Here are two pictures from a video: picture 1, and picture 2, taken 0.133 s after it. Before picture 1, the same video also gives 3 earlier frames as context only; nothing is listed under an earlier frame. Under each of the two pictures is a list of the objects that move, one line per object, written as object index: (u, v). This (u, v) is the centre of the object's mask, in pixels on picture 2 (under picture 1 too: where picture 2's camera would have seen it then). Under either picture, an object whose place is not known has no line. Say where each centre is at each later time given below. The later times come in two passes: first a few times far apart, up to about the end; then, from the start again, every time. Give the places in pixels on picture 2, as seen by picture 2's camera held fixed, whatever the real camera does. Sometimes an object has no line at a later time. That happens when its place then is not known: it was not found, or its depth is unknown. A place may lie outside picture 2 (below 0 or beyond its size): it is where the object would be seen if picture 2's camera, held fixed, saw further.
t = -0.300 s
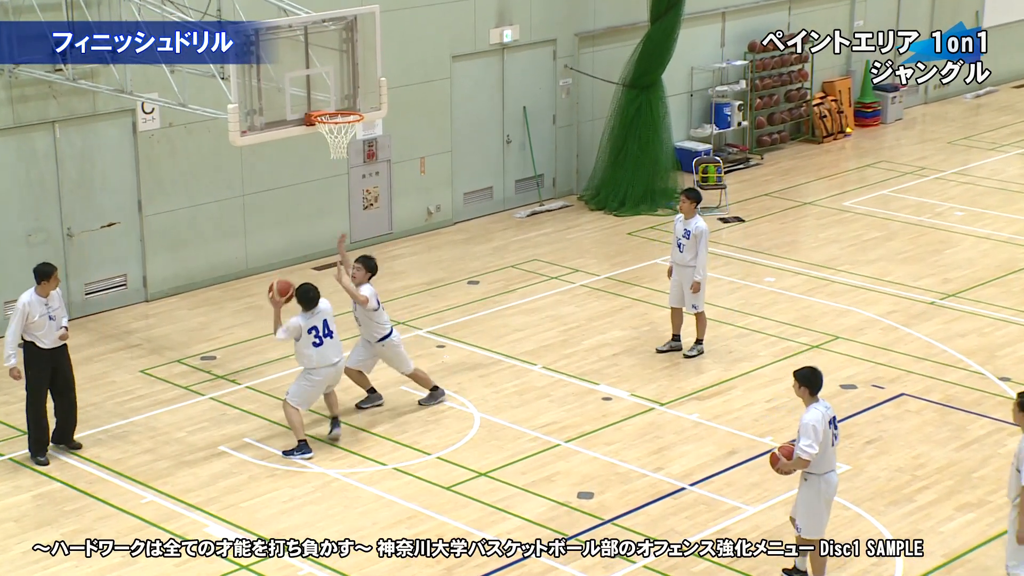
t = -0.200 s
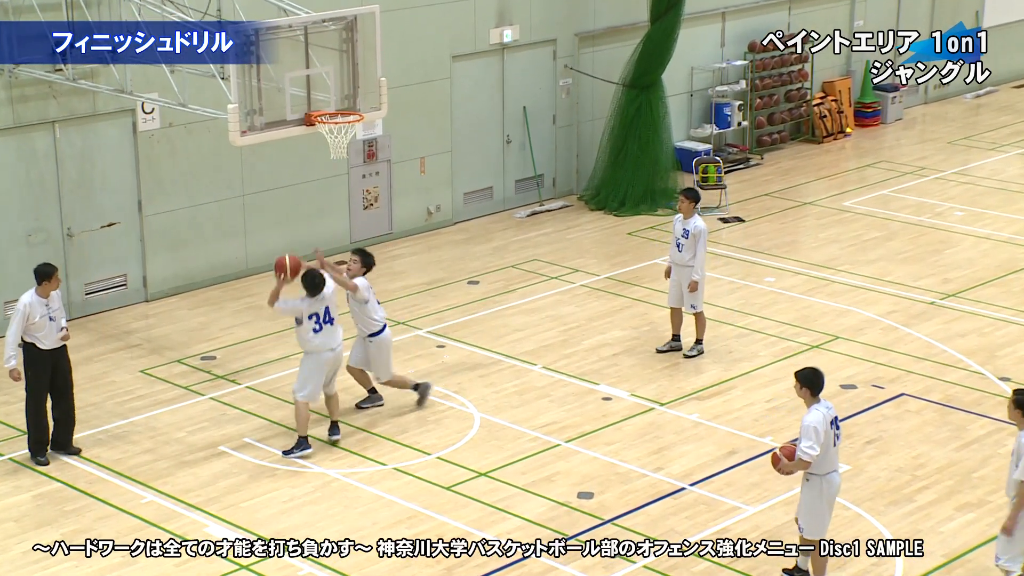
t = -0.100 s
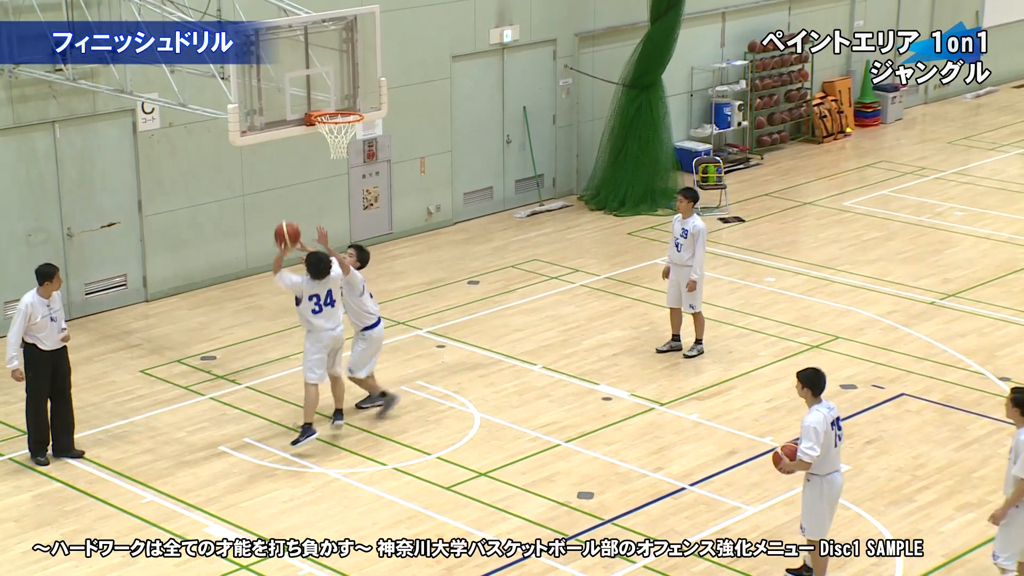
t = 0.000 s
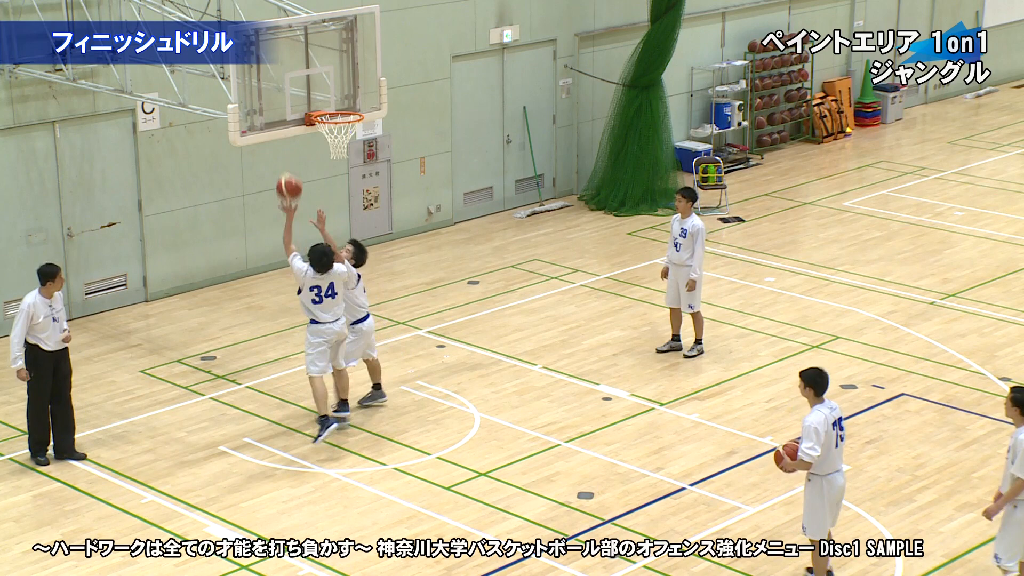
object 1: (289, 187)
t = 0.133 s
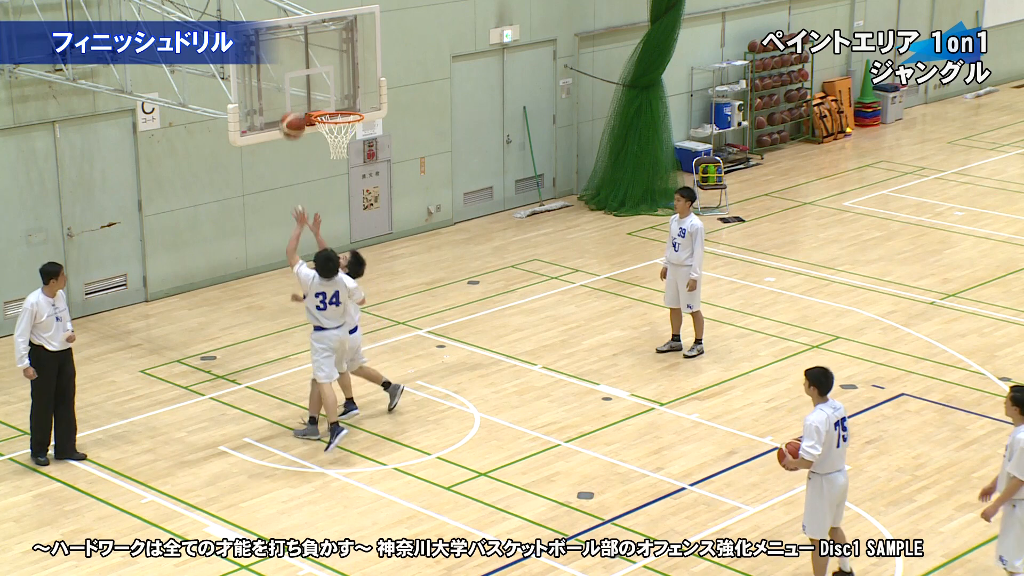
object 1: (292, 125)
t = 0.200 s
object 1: (294, 101)
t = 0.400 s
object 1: (302, 62)
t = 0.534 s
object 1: (321, 72)
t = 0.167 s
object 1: (293, 113)
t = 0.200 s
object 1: (294, 101)
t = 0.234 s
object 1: (295, 92)
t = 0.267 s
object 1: (295, 83)
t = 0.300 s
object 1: (296, 75)
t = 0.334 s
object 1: (297, 69)
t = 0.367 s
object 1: (298, 63)
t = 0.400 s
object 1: (302, 62)
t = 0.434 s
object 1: (307, 63)
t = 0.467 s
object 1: (311, 65)
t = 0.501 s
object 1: (316, 68)
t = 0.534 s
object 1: (321, 72)
